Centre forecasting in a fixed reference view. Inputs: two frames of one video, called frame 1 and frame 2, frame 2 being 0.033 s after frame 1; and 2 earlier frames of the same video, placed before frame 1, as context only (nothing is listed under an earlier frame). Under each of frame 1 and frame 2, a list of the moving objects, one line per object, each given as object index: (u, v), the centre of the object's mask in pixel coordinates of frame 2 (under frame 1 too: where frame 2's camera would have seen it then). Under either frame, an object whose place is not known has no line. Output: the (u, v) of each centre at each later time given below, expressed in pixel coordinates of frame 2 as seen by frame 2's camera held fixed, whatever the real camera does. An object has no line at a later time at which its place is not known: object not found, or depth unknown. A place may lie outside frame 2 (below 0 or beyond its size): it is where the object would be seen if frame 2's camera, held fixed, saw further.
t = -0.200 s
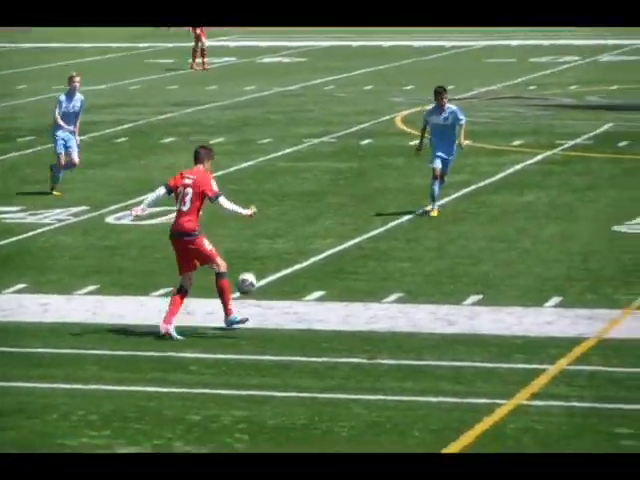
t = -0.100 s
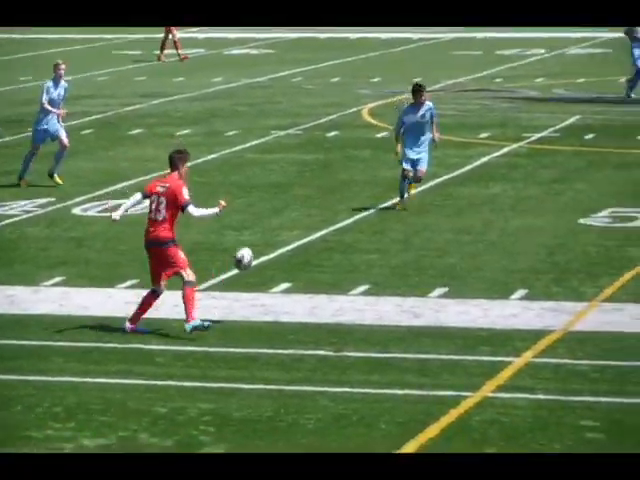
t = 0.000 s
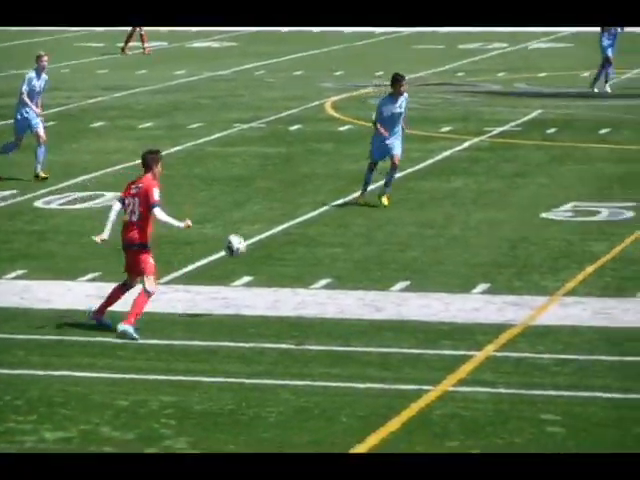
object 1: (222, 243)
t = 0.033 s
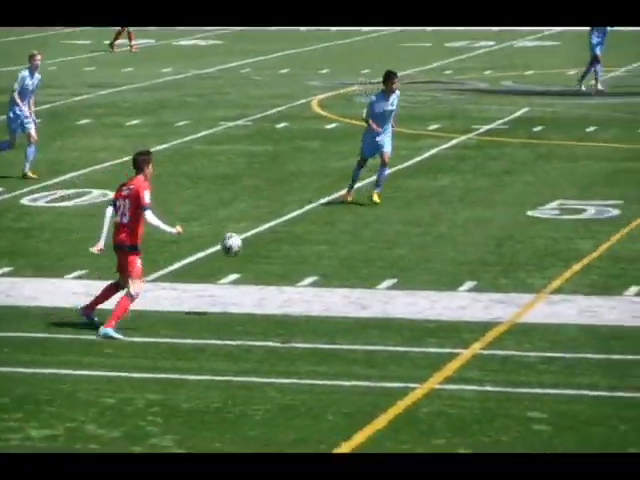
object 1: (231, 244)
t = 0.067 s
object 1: (241, 246)
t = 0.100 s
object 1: (251, 250)
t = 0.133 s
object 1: (260, 254)
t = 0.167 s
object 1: (270, 261)
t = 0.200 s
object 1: (279, 268)
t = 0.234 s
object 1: (288, 276)
